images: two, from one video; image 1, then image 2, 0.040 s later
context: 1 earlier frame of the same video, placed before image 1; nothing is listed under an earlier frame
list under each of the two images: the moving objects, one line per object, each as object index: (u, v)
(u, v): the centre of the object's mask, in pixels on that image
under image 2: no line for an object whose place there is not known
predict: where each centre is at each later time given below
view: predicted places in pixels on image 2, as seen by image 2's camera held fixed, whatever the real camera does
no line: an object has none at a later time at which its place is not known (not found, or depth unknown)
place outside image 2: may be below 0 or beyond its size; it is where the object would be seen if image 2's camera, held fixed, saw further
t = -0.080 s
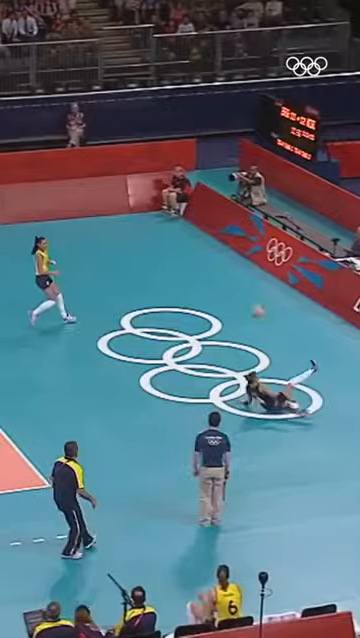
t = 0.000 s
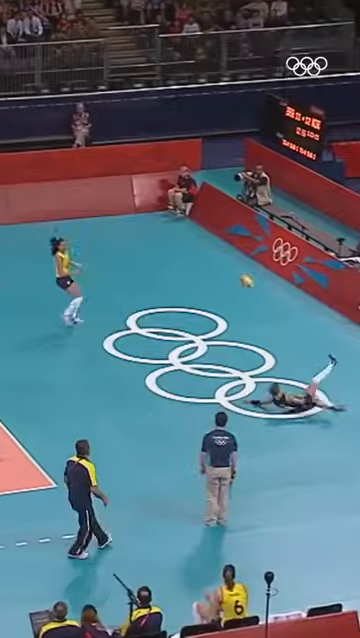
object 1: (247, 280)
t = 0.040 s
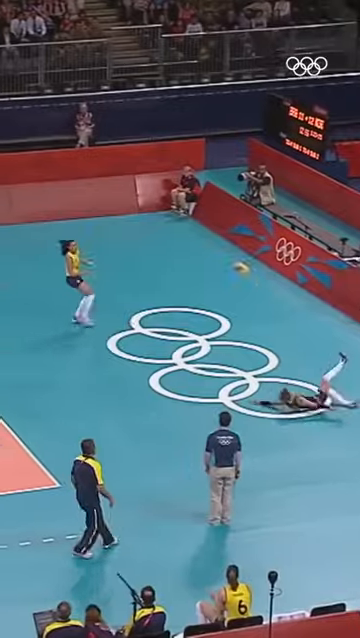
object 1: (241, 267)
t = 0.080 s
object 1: (234, 255)
